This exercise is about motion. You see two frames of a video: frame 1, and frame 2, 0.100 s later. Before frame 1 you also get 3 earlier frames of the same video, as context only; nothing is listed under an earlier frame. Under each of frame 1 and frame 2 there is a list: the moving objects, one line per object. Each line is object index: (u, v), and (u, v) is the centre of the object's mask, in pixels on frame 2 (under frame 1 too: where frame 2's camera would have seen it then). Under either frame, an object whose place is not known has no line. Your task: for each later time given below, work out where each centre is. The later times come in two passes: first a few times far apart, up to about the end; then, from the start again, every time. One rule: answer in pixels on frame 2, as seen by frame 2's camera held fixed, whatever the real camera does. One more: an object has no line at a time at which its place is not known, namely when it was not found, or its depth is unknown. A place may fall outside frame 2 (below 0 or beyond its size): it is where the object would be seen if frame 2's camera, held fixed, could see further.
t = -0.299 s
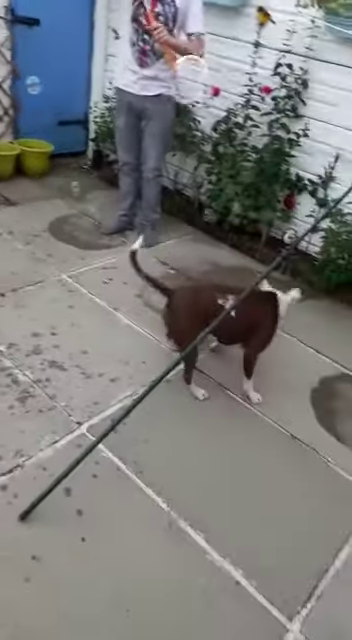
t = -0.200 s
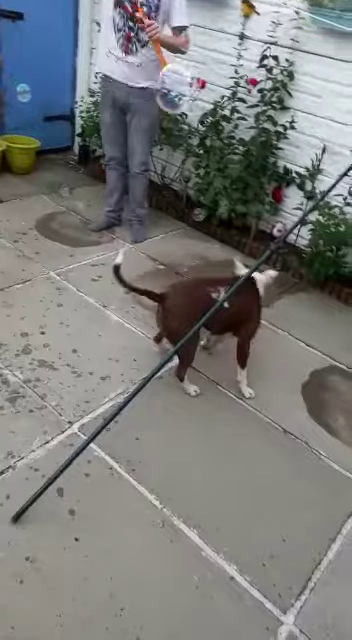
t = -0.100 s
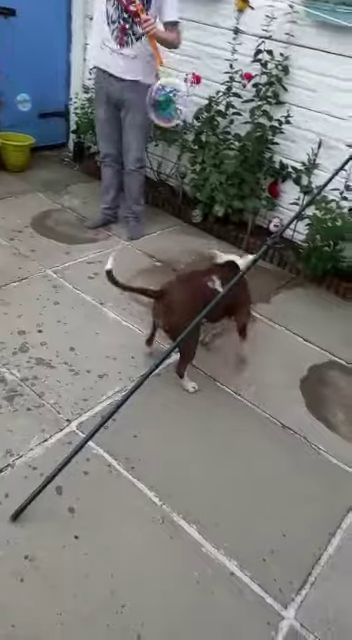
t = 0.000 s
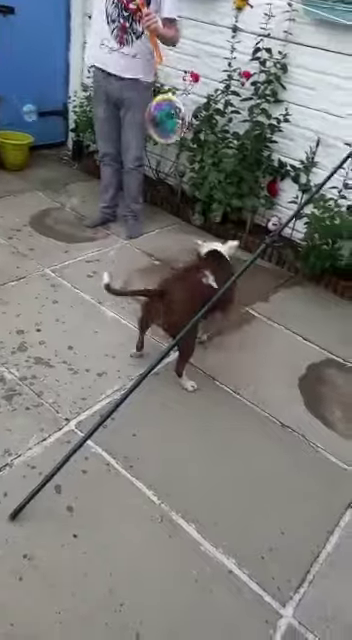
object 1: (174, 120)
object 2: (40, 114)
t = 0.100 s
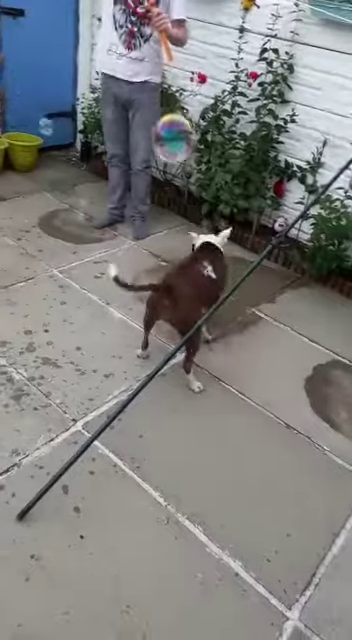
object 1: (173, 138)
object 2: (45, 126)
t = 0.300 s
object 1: (170, 178)
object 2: (58, 148)
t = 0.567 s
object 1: (164, 230)
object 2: (72, 169)
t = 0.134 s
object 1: (174, 145)
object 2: (49, 130)
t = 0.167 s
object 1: (173, 153)
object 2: (50, 134)
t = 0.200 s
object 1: (172, 159)
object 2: (52, 137)
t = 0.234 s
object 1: (171, 165)
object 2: (53, 141)
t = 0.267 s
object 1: (170, 170)
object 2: (56, 145)
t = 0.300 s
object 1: (170, 178)
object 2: (58, 148)
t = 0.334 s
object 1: (170, 185)
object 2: (60, 151)
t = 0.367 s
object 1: (169, 191)
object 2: (61, 154)
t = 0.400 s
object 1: (168, 198)
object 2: (62, 156)
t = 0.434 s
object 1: (169, 204)
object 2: (64, 158)
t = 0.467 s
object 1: (168, 211)
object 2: (69, 162)
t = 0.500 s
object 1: (167, 217)
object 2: (71, 165)
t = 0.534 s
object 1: (165, 224)
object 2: (72, 167)
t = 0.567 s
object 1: (164, 230)
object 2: (72, 169)
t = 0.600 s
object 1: (162, 237)
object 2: (74, 171)
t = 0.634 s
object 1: (162, 245)
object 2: (79, 173)
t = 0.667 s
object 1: (162, 250)
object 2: (82, 174)
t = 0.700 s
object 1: (159, 258)
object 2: (84, 176)
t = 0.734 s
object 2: (85, 178)
